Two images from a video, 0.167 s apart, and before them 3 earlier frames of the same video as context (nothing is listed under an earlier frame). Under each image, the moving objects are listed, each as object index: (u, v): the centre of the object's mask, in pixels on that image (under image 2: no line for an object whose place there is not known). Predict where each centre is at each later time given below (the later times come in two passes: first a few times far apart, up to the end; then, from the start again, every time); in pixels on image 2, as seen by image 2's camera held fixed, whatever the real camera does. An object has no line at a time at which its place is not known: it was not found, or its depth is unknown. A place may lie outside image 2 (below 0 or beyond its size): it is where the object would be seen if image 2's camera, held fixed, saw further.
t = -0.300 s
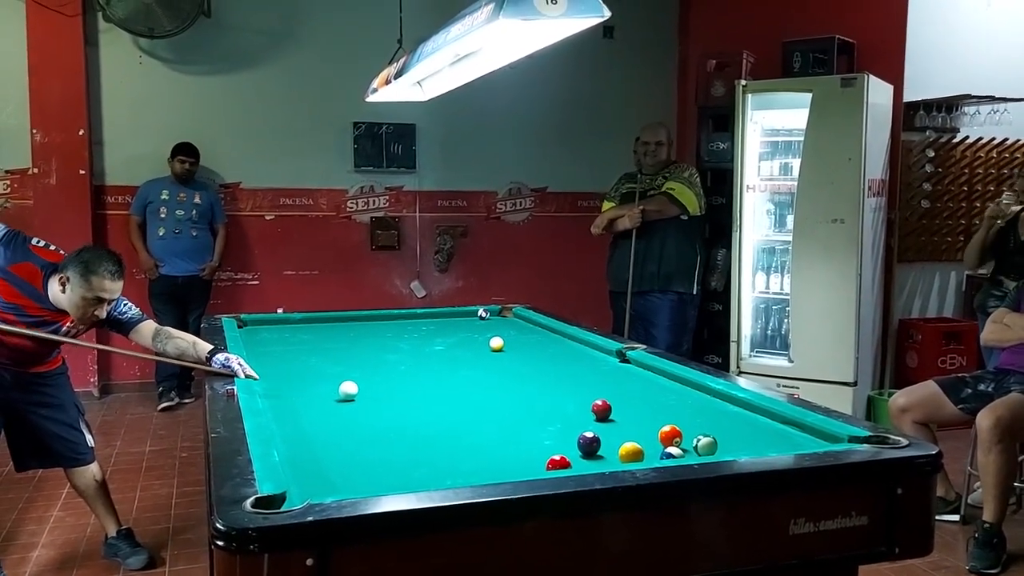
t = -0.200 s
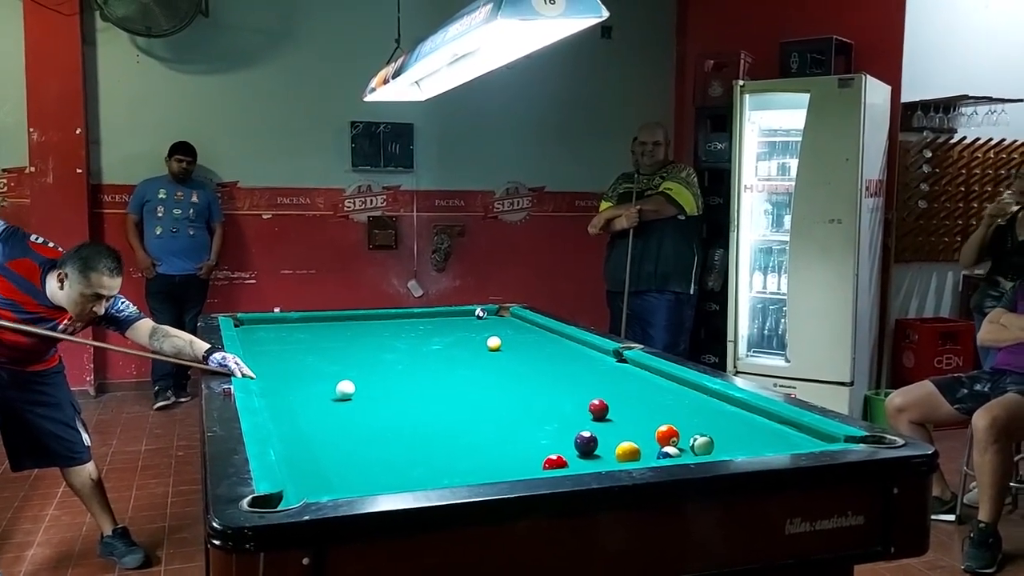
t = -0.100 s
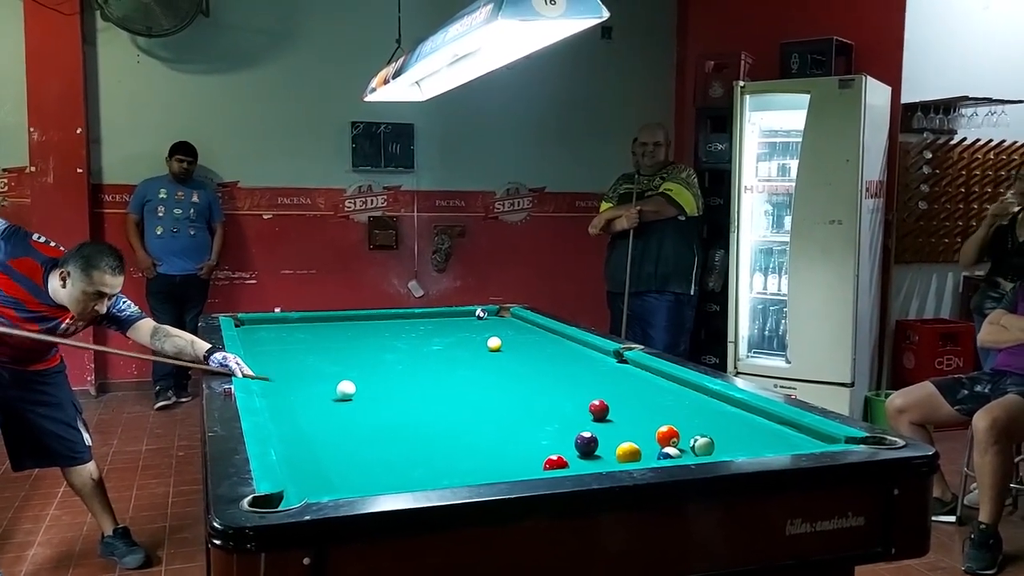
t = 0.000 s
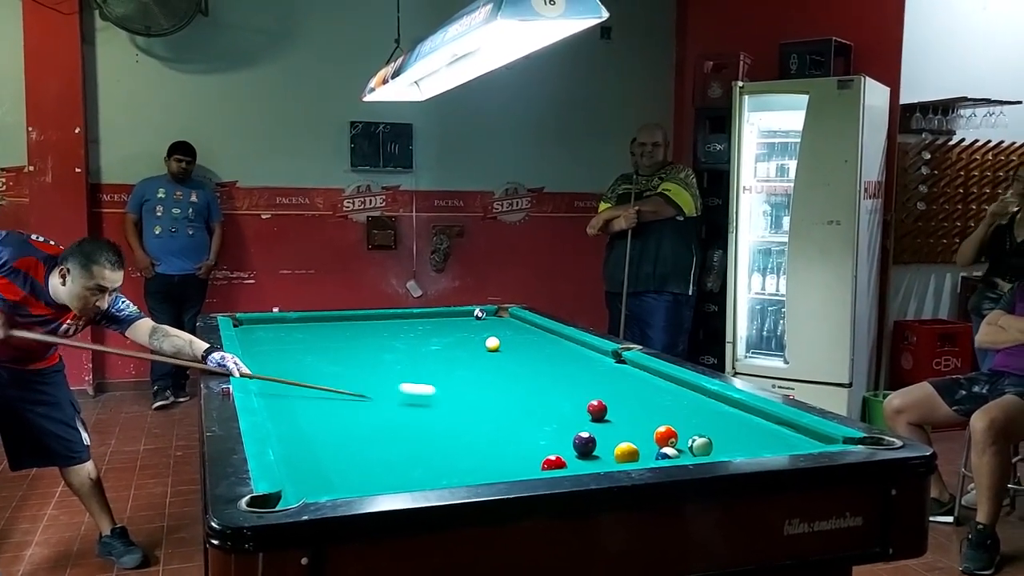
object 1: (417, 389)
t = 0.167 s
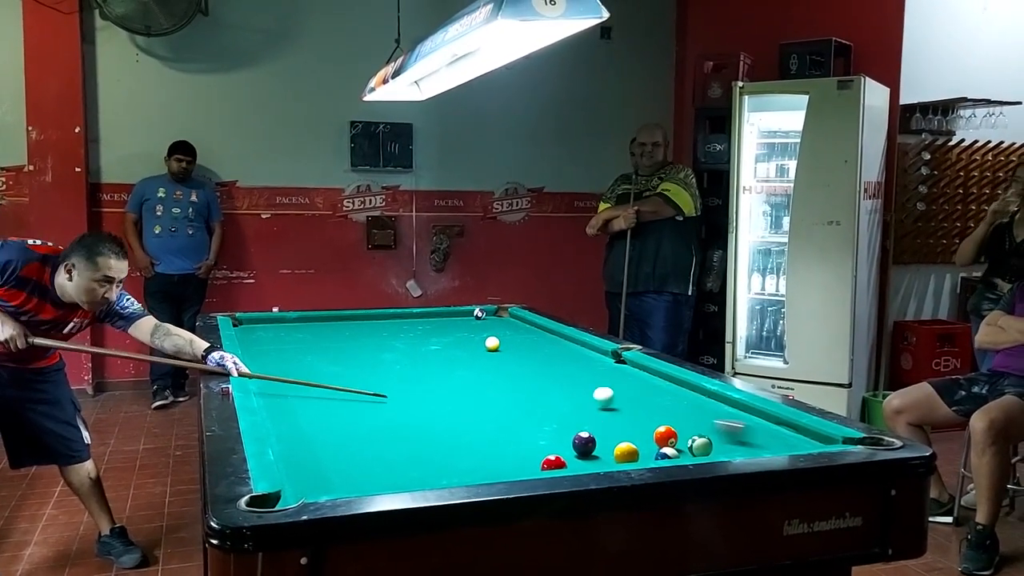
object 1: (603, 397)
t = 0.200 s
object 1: (613, 395)
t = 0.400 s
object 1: (672, 383)
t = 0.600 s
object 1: (621, 378)
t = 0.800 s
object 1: (565, 374)
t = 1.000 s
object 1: (513, 370)
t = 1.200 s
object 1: (463, 366)
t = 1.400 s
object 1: (417, 363)
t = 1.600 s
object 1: (375, 359)
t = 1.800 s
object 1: (336, 355)
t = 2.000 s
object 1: (300, 353)
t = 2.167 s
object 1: (272, 351)
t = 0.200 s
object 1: (613, 395)
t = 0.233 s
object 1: (623, 392)
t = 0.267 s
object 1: (633, 390)
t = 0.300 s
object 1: (643, 388)
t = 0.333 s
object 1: (653, 387)
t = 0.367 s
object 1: (663, 385)
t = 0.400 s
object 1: (672, 383)
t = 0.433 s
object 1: (674, 382)
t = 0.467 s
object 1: (662, 381)
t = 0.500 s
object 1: (651, 380)
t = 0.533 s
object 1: (641, 380)
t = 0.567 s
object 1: (631, 379)
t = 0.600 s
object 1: (621, 378)
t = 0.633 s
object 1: (611, 377)
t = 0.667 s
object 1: (602, 377)
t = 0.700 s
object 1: (592, 376)
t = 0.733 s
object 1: (583, 375)
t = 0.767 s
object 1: (574, 375)
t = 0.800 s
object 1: (565, 374)
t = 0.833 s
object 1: (556, 373)
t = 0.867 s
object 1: (547, 372)
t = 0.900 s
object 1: (538, 371)
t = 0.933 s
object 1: (530, 371)
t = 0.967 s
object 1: (521, 370)
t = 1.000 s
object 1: (513, 370)
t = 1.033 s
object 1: (504, 369)
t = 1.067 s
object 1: (496, 368)
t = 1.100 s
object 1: (488, 368)
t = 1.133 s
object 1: (479, 368)
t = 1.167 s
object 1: (471, 367)
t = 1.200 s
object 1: (463, 366)
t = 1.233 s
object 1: (455, 366)
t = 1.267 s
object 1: (447, 365)
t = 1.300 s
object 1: (440, 365)
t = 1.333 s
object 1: (432, 364)
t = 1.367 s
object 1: (425, 363)
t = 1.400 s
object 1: (417, 363)
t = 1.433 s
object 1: (410, 362)
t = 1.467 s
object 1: (403, 362)
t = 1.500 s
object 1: (396, 361)
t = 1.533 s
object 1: (389, 360)
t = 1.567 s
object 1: (382, 359)
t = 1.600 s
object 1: (375, 359)
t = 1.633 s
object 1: (368, 358)
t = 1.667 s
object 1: (362, 358)
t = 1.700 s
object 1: (355, 357)
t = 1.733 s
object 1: (348, 356)
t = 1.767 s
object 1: (342, 356)
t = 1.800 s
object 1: (336, 355)
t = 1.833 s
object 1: (330, 355)
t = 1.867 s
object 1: (323, 355)
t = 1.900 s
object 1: (317, 354)
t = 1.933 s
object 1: (311, 354)
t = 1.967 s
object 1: (306, 353)
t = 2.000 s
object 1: (300, 353)
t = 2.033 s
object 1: (294, 352)
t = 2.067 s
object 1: (289, 352)
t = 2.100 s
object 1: (283, 352)
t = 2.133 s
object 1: (278, 351)
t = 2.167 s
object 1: (272, 351)
